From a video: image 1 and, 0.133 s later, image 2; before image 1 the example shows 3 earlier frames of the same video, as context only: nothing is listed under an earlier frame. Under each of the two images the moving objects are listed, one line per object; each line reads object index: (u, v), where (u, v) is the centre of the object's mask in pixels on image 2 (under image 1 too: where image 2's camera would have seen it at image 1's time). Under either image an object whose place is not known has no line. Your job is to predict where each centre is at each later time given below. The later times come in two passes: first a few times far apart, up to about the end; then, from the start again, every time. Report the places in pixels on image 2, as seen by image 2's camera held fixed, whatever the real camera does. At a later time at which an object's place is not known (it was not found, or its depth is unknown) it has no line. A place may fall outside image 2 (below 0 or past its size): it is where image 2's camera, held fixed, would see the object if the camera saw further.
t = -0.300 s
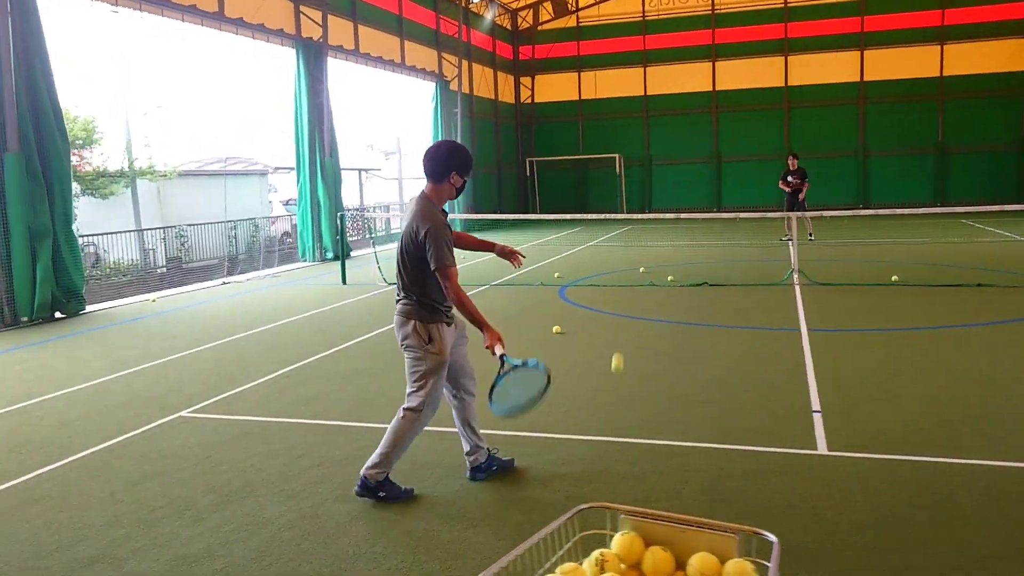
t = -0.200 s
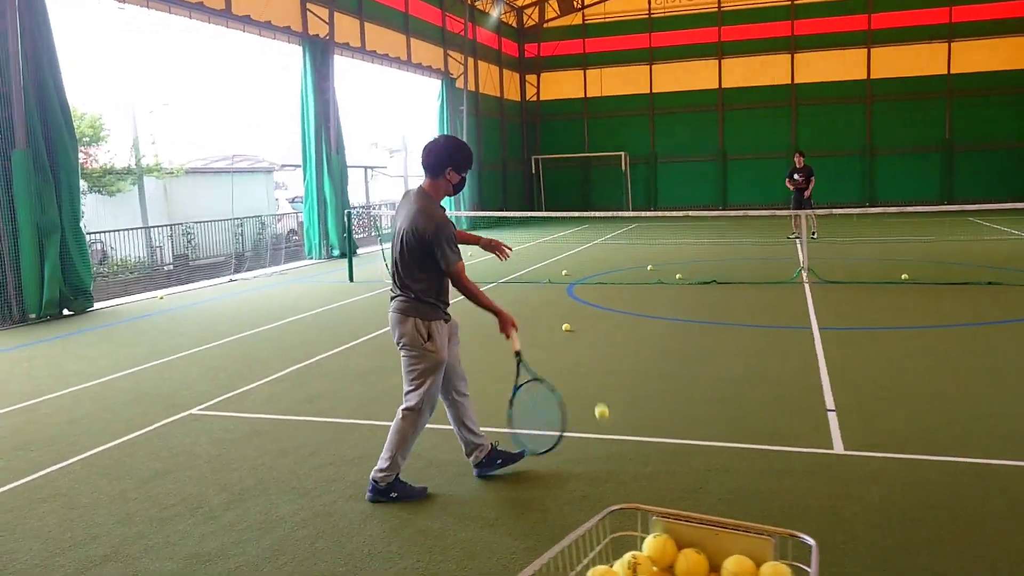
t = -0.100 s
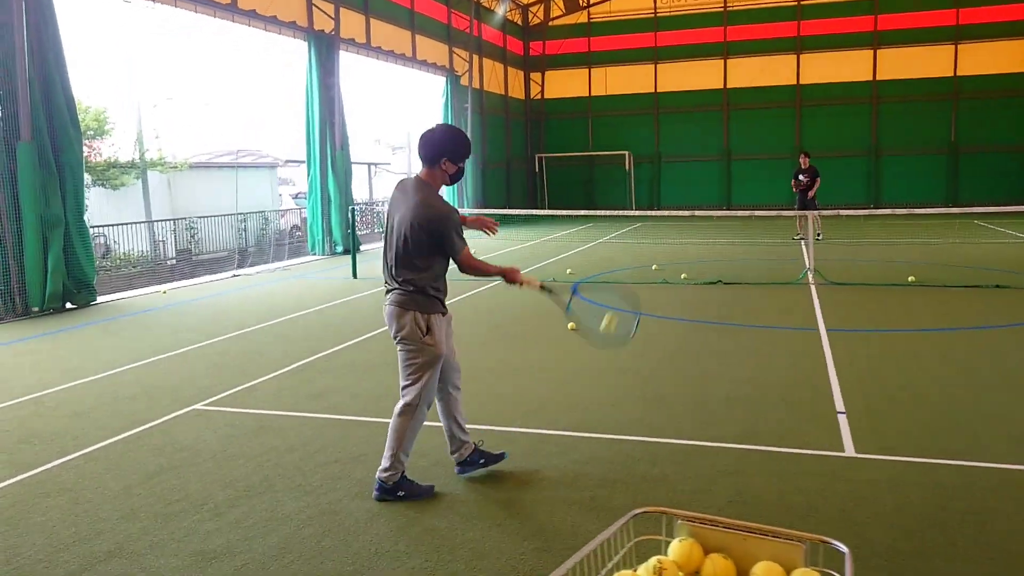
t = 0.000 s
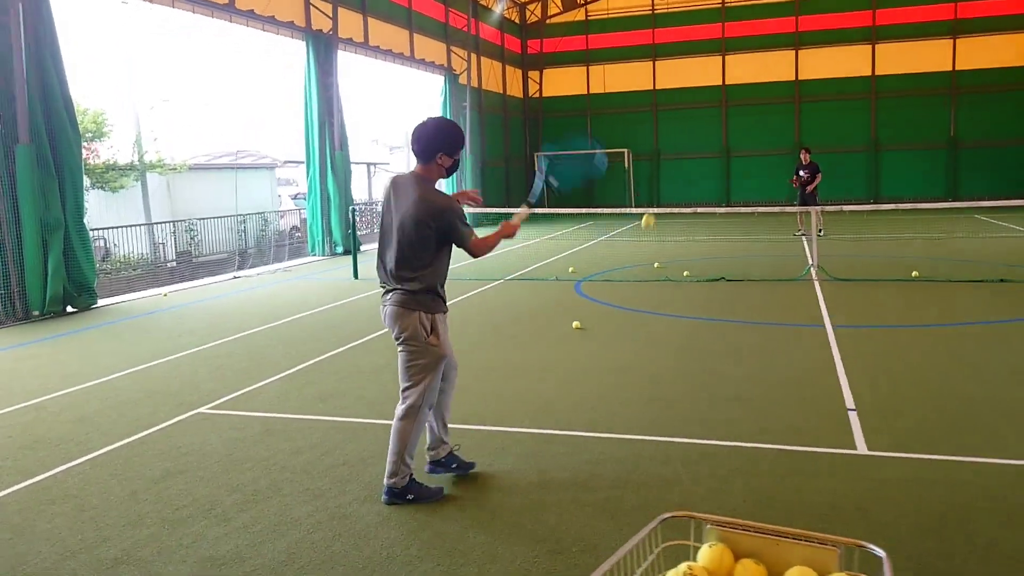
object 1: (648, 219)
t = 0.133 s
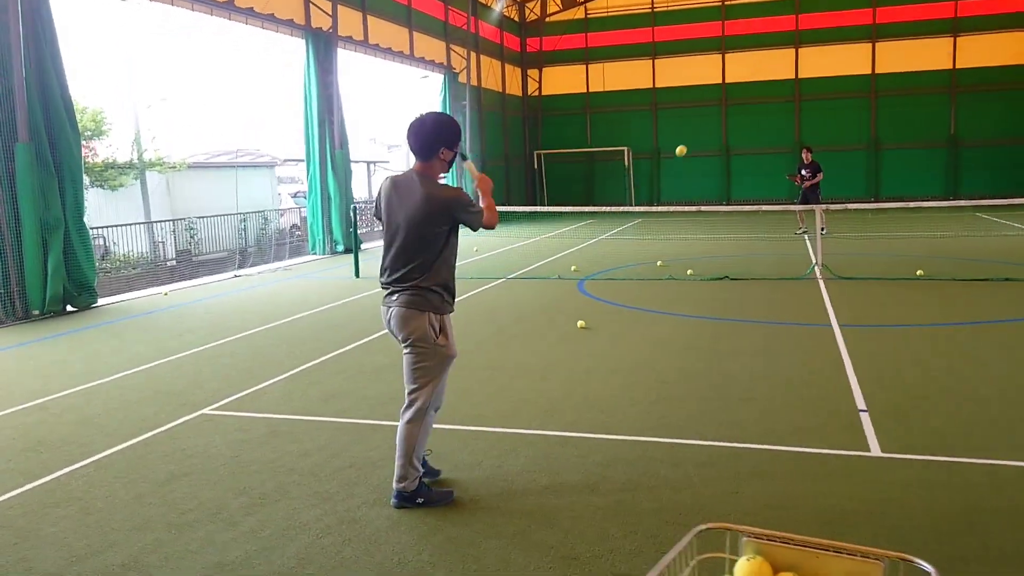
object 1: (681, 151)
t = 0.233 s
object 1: (698, 128)
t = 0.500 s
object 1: (727, 133)
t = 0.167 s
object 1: (687, 141)
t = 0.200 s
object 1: (693, 133)
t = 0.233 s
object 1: (698, 128)
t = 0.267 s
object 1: (702, 124)
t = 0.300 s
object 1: (707, 122)
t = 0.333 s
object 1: (711, 121)
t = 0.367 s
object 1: (715, 122)
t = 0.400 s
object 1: (718, 123)
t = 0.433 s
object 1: (721, 125)
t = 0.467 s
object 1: (724, 129)
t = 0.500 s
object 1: (727, 133)
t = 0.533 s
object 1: (729, 137)
